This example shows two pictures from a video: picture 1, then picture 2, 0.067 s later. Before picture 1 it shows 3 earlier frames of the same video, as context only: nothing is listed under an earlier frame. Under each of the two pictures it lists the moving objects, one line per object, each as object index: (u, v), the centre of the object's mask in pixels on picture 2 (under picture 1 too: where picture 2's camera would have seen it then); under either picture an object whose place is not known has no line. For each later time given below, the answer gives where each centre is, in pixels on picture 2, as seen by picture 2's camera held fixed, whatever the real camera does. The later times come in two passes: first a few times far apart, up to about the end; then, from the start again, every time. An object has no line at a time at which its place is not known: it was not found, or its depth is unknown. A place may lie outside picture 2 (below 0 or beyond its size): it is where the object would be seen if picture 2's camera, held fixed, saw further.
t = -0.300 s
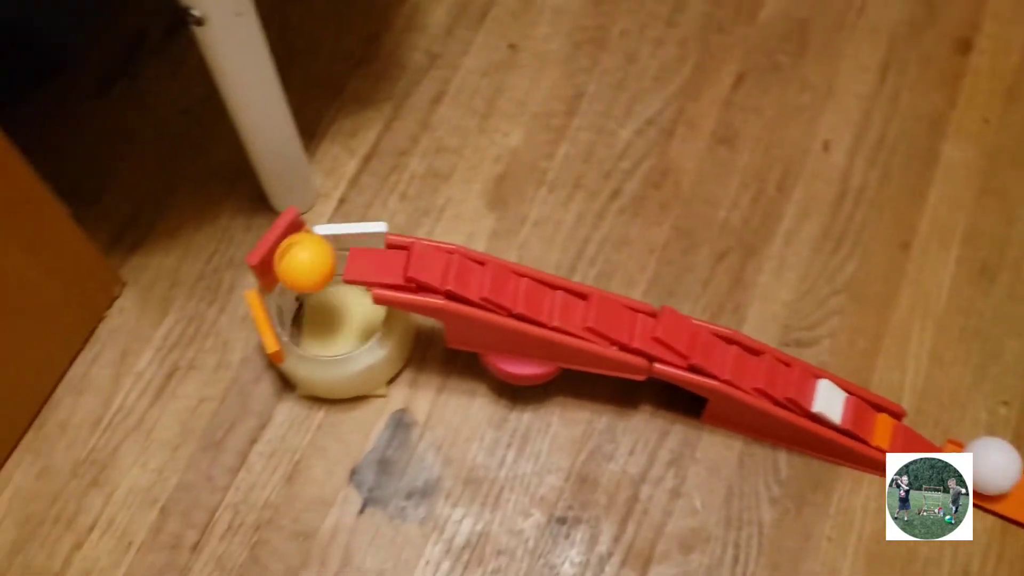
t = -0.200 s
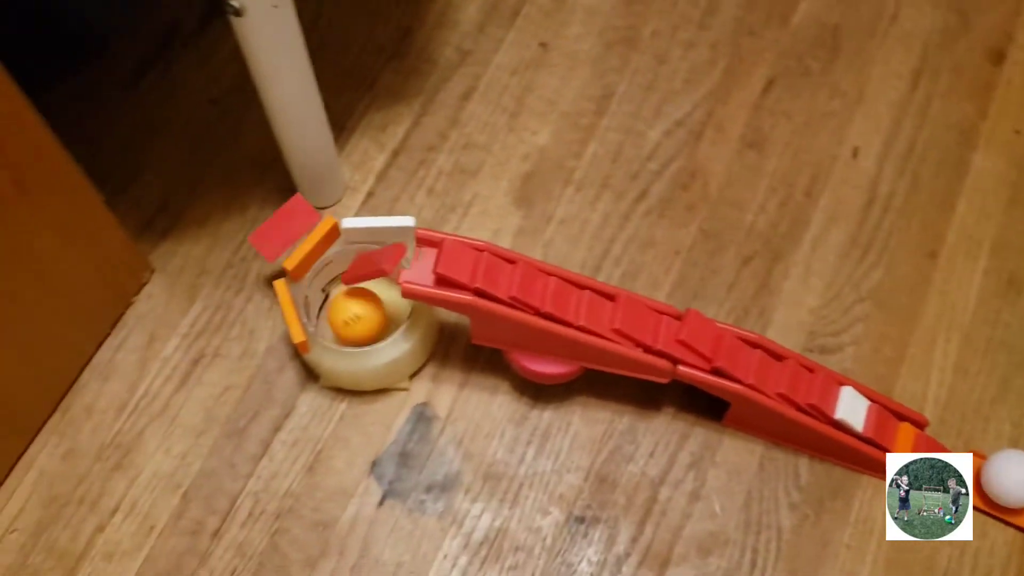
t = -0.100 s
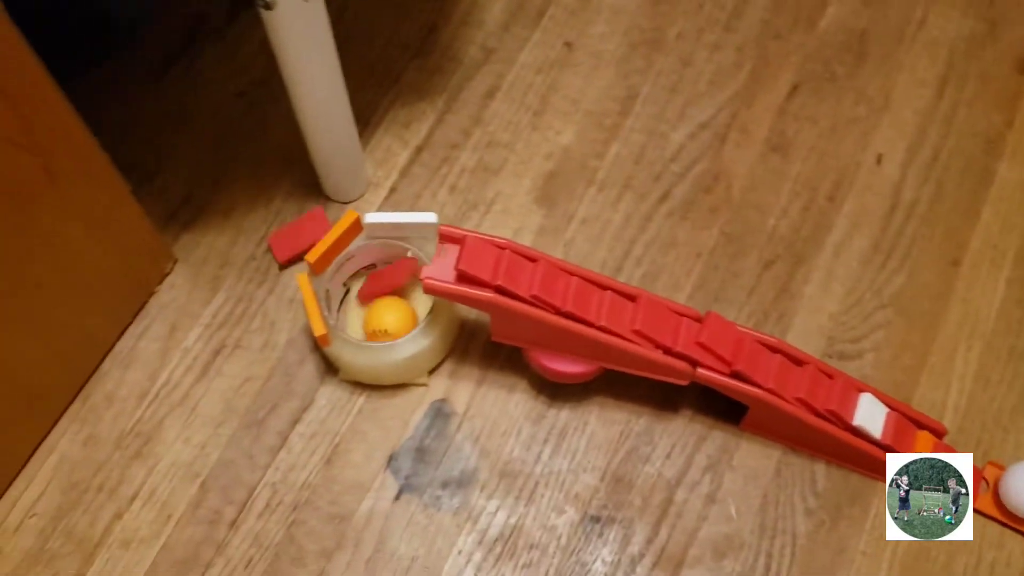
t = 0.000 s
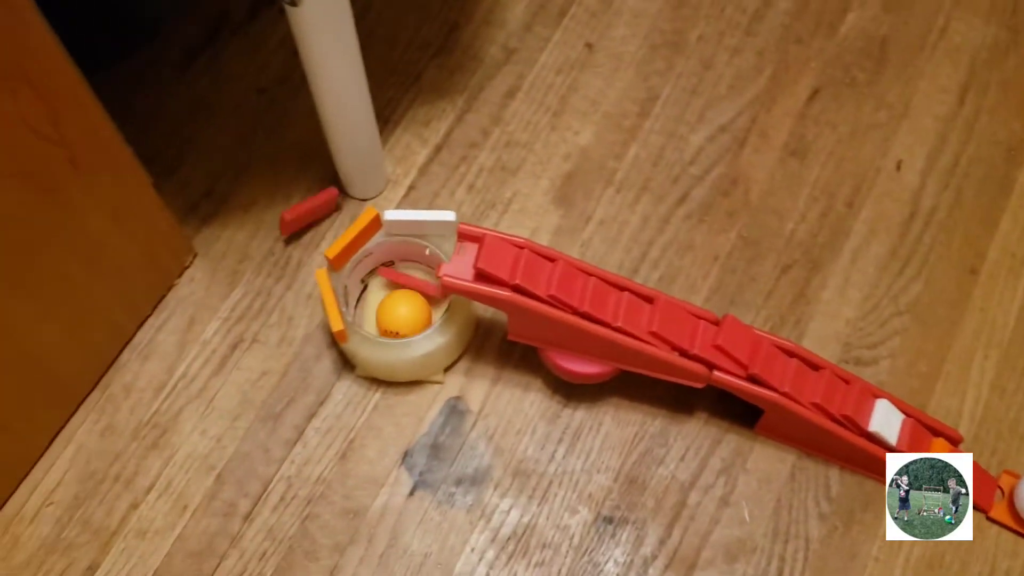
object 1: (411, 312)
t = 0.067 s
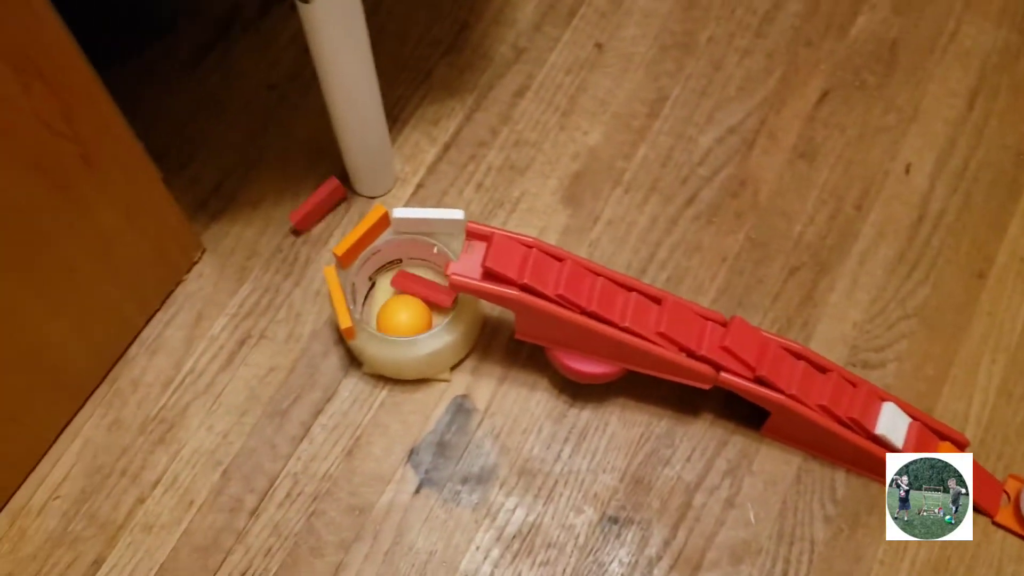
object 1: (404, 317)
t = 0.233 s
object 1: (396, 316)
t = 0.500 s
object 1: (398, 317)
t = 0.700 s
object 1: (402, 318)
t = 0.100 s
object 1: (401, 317)
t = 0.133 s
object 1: (399, 316)
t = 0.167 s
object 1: (398, 316)
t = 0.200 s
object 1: (397, 316)
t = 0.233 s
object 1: (396, 316)
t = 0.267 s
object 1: (395, 316)
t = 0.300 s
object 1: (395, 316)
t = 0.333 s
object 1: (395, 316)
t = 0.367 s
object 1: (395, 316)
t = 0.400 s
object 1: (396, 316)
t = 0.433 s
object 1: (396, 316)
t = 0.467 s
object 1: (397, 316)
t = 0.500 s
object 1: (398, 317)
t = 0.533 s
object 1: (399, 317)
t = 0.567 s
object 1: (400, 317)
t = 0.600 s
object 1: (401, 317)
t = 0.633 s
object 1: (402, 318)
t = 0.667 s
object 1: (402, 318)
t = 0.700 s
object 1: (402, 318)
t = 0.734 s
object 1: (402, 317)
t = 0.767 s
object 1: (402, 318)
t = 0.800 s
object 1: (402, 318)
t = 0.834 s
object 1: (402, 317)
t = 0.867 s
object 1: (402, 317)
